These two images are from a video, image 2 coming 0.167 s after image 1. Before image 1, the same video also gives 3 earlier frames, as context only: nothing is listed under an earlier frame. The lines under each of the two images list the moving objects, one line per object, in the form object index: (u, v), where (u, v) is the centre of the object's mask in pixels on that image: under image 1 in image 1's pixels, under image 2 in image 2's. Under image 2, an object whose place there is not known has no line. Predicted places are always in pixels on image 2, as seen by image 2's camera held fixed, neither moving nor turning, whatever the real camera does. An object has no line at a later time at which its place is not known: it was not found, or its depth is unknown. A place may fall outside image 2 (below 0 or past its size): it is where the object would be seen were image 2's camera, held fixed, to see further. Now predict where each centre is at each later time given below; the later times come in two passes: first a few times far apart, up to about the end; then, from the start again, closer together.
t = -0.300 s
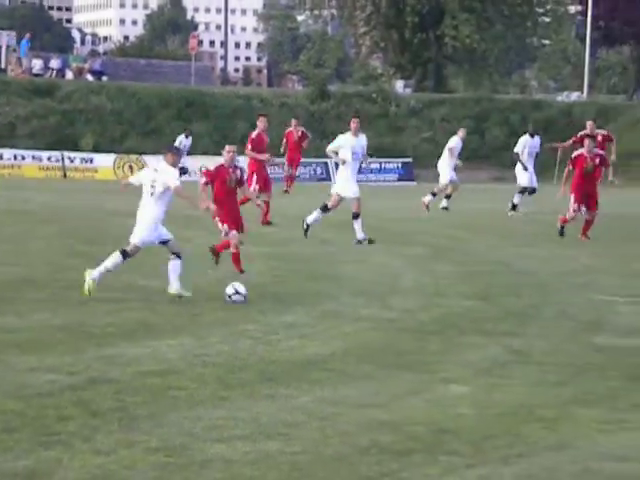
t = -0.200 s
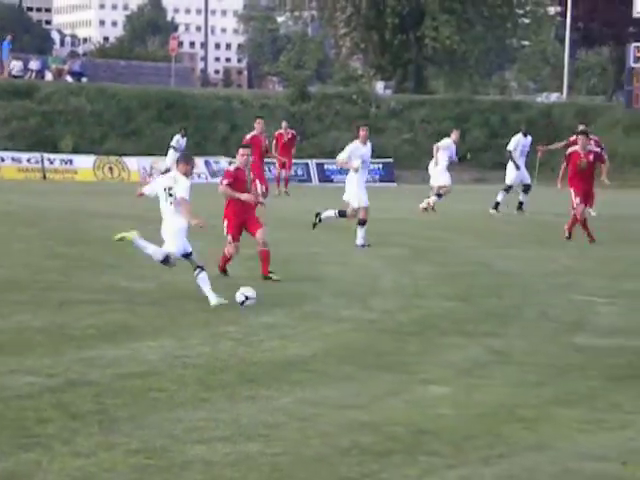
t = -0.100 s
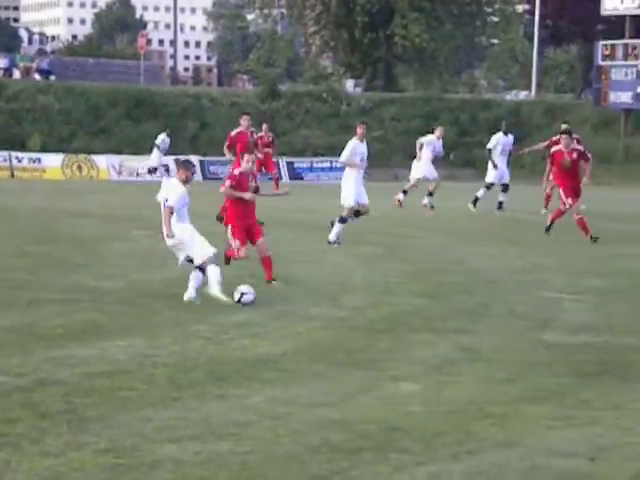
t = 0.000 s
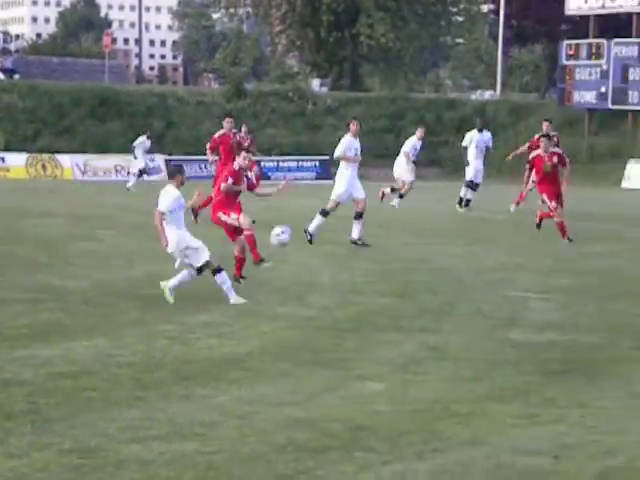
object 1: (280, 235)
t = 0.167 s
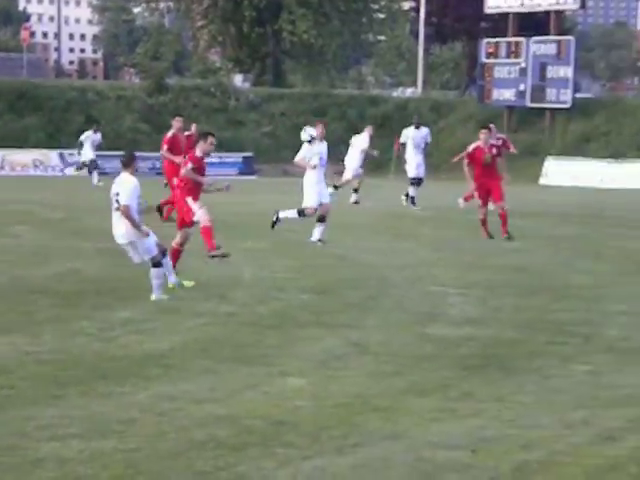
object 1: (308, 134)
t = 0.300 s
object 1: (374, 79)
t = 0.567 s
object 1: (470, 12)
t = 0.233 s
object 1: (344, 104)
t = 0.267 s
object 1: (359, 91)
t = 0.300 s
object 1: (374, 79)
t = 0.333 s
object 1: (388, 68)
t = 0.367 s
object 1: (401, 57)
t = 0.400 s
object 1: (413, 47)
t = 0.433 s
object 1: (427, 39)
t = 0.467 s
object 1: (438, 31)
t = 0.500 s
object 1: (450, 25)
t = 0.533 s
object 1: (460, 18)
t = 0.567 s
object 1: (470, 12)
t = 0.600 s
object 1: (479, 6)
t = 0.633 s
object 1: (487, 5)
